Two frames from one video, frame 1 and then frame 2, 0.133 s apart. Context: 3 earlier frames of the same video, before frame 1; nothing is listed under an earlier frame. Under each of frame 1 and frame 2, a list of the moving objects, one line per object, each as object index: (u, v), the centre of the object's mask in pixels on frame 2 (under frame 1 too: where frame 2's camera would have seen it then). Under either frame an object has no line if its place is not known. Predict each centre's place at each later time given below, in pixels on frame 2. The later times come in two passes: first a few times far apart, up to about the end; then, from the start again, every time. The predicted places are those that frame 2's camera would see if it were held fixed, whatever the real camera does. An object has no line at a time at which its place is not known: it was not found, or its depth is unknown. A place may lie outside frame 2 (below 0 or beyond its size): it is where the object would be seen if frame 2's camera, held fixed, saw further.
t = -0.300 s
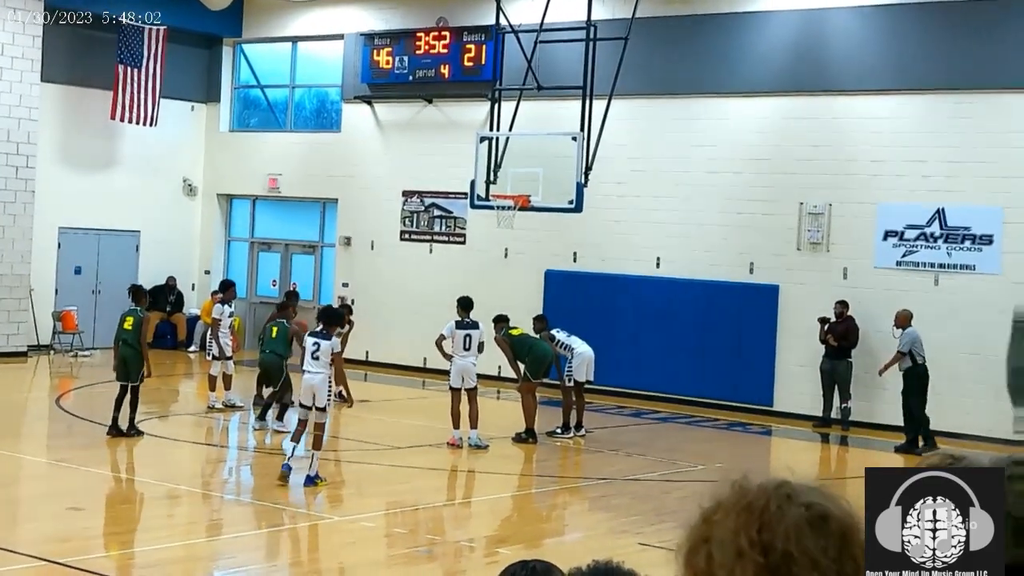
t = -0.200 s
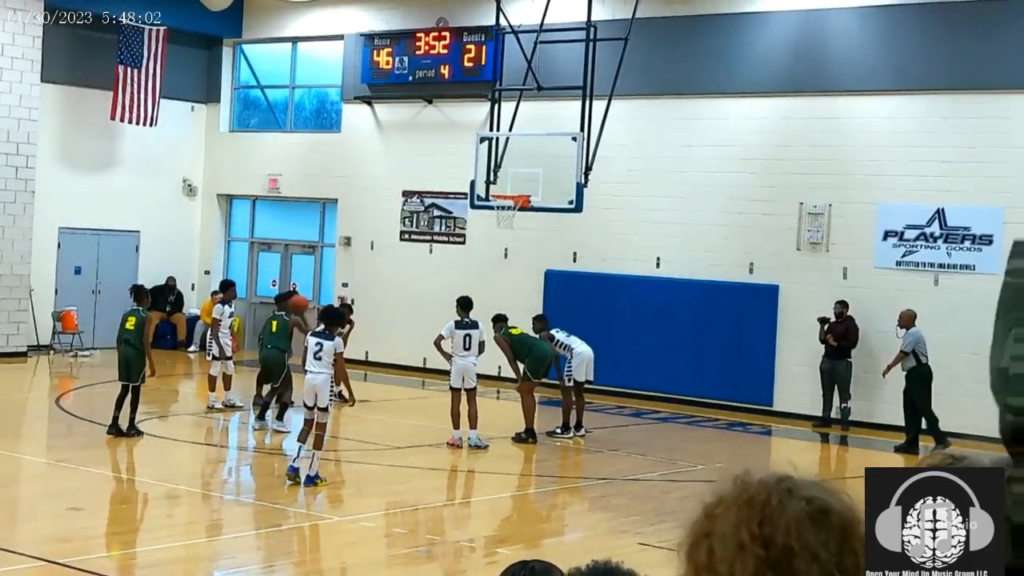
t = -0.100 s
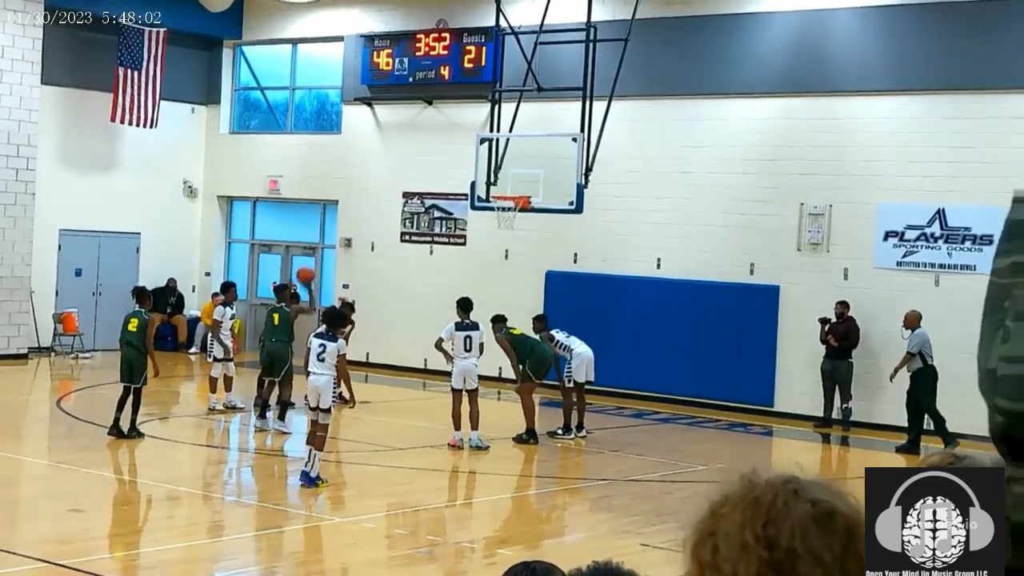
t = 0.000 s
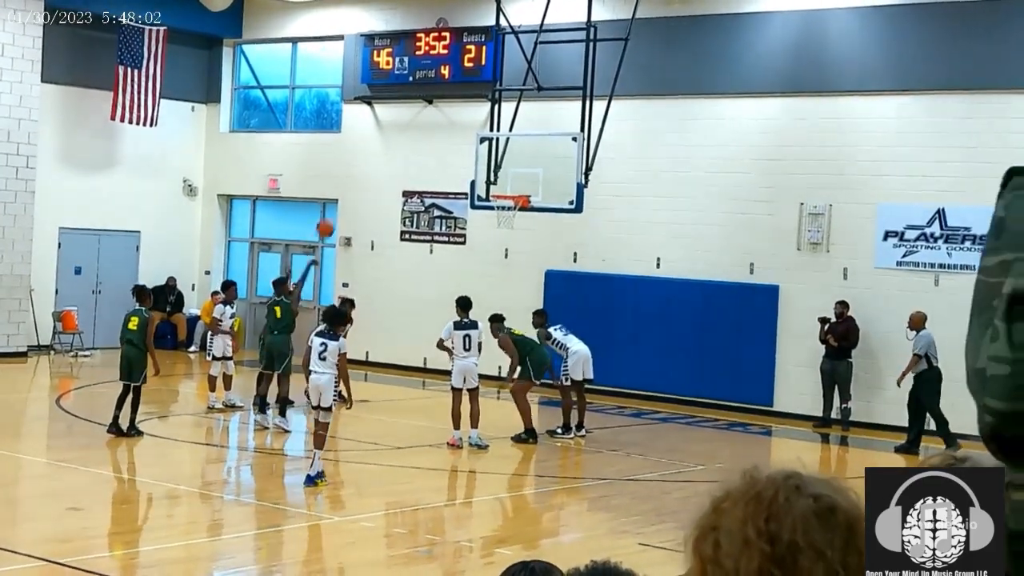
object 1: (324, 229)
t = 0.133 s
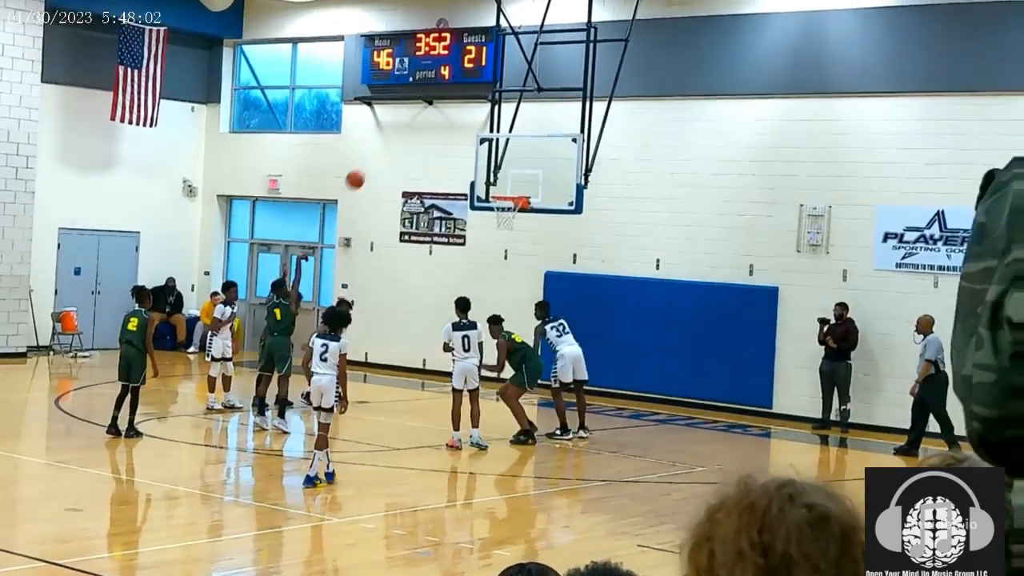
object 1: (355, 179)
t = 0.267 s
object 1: (383, 145)
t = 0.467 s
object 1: (422, 121)
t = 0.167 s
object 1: (362, 169)
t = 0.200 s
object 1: (369, 160)
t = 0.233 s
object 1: (376, 152)
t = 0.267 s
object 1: (383, 145)
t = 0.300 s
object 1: (390, 139)
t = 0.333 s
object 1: (396, 133)
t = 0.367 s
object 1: (403, 129)
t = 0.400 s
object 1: (409, 125)
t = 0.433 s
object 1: (416, 123)
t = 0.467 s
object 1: (422, 121)
